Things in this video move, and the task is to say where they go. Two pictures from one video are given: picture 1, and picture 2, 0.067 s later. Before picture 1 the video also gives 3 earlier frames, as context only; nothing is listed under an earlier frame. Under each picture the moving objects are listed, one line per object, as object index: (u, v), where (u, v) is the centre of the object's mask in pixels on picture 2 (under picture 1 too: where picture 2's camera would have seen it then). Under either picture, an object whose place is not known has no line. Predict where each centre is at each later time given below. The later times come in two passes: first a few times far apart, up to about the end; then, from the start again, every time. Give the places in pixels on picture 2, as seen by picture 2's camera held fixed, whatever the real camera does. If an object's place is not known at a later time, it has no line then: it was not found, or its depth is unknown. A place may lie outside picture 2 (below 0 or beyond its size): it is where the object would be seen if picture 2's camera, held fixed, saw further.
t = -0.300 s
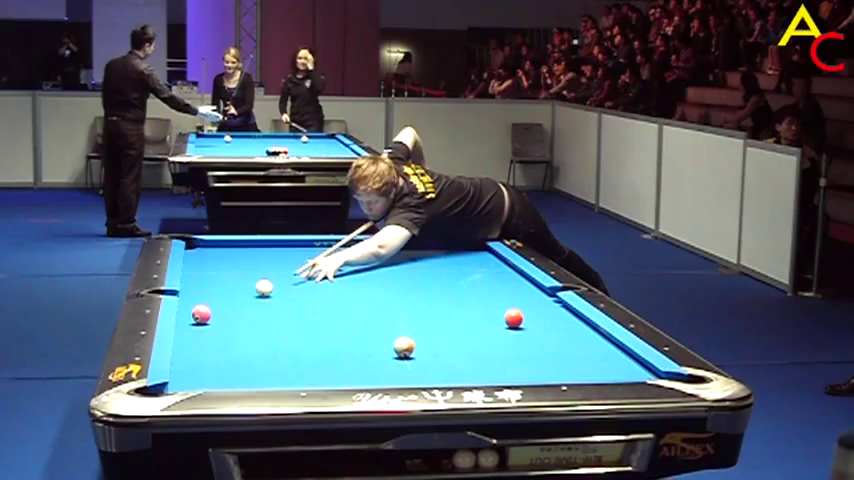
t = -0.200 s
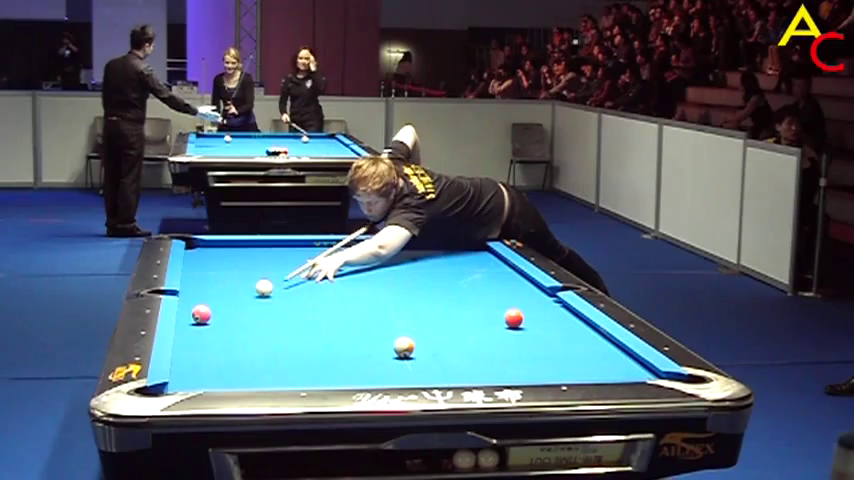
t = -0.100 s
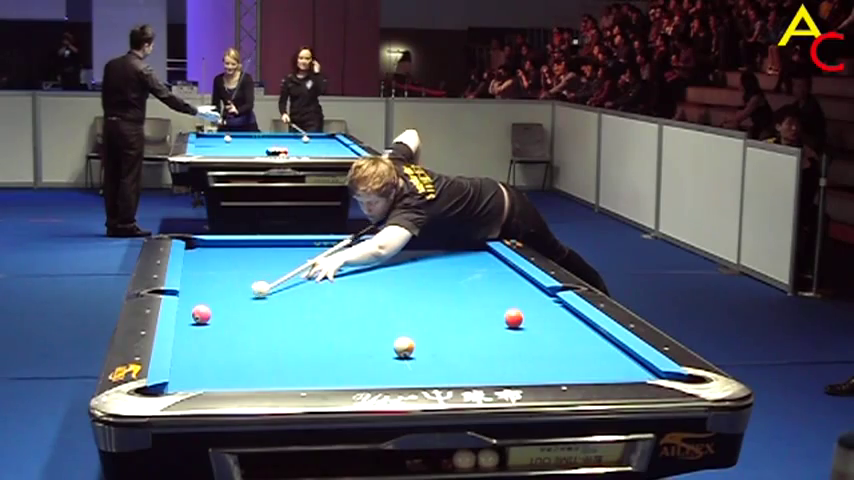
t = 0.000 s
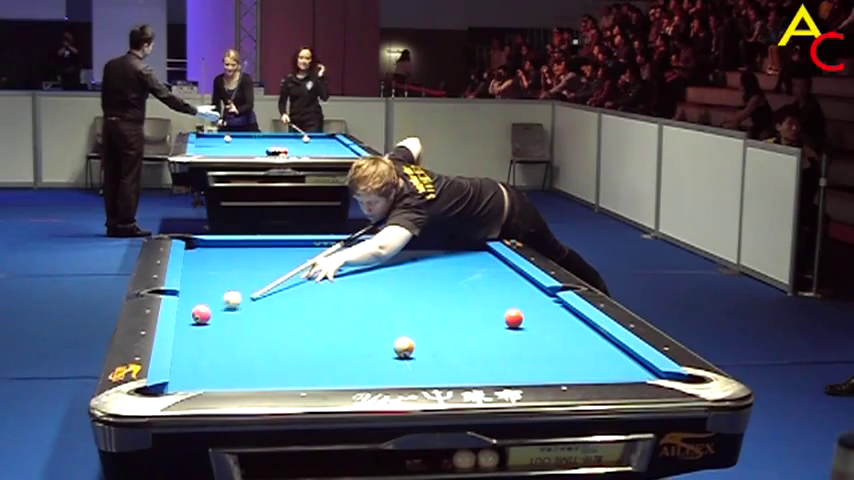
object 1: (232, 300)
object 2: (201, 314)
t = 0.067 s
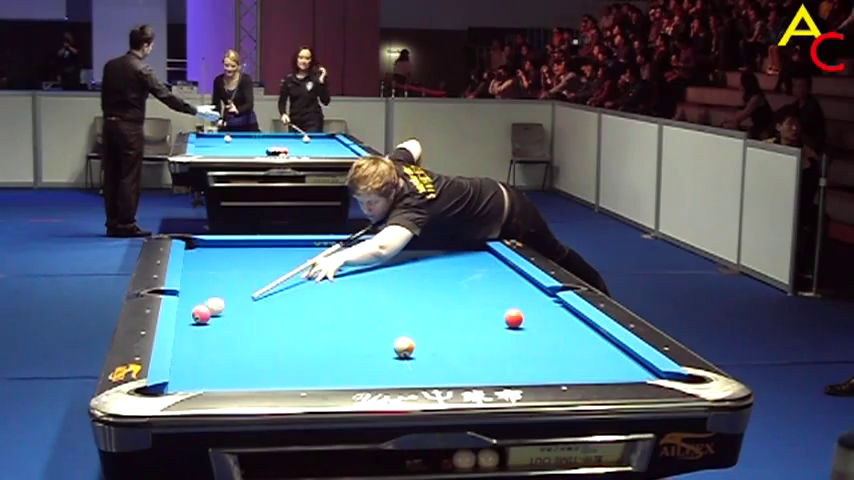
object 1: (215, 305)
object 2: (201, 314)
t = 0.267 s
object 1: (192, 309)
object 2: (197, 326)
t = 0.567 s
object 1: (221, 307)
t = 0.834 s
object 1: (244, 304)
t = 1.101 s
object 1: (265, 302)
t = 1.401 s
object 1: (287, 299)
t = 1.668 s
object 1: (305, 297)
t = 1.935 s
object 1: (321, 296)
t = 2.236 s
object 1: (337, 294)
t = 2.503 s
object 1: (350, 292)
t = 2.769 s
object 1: (361, 291)
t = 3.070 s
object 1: (373, 290)
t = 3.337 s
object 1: (381, 289)
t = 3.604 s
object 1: (389, 288)
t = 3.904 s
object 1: (395, 287)
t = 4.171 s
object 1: (400, 287)
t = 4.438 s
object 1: (403, 287)
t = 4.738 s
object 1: (404, 287)
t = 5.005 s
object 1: (405, 287)
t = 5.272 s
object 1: (405, 287)
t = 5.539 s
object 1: (405, 287)
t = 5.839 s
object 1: (405, 287)
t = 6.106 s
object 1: (405, 287)
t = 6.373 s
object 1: (405, 287)
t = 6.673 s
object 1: (405, 287)
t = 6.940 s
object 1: (405, 287)
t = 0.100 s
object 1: (208, 305)
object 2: (201, 315)
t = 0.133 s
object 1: (197, 306)
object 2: (200, 317)
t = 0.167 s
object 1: (190, 308)
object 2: (200, 319)
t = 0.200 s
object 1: (186, 310)
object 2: (199, 321)
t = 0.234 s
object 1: (188, 310)
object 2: (197, 324)
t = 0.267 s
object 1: (192, 309)
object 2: (197, 326)
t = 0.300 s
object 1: (195, 310)
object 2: (196, 329)
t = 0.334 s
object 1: (199, 310)
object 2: (195, 331)
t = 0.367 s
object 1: (202, 309)
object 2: (194, 333)
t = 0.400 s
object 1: (205, 309)
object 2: (193, 335)
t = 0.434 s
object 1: (208, 308)
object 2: (192, 337)
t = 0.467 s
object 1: (211, 308)
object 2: (191, 340)
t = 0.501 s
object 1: (214, 308)
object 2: (190, 342)
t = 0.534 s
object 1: (217, 307)
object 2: (189, 344)
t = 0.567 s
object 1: (221, 307)
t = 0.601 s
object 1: (224, 306)
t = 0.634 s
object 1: (226, 306)
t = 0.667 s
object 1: (229, 306)
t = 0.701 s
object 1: (232, 306)
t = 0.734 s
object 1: (235, 305)
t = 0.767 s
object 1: (238, 305)
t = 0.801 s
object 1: (241, 305)
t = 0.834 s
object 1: (244, 304)
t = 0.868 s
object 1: (246, 304)
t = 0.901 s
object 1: (249, 304)
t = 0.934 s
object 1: (252, 303)
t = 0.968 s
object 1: (255, 303)
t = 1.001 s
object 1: (257, 303)
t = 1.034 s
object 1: (260, 302)
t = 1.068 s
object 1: (263, 302)
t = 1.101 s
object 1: (265, 302)
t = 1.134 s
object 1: (268, 302)
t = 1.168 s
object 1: (270, 301)
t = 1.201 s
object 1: (273, 301)
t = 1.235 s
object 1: (275, 301)
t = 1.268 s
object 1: (278, 300)
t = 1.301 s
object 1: (280, 300)
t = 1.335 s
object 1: (282, 300)
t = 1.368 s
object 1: (285, 300)
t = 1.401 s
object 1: (287, 299)
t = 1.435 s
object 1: (290, 299)
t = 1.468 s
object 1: (292, 299)
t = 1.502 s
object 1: (294, 299)
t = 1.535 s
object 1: (296, 298)
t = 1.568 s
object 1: (299, 298)
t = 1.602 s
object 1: (301, 298)
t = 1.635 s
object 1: (303, 298)
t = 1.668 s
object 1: (305, 297)
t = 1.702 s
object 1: (307, 297)
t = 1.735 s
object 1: (309, 297)
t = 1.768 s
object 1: (311, 297)
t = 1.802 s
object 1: (313, 297)
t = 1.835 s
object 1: (315, 297)
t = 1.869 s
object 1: (317, 296)
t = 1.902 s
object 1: (319, 296)
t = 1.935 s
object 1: (321, 296)
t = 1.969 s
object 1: (323, 295)
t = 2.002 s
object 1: (325, 295)
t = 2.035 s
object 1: (327, 295)
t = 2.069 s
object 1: (328, 295)
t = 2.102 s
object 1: (330, 295)
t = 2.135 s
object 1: (332, 295)
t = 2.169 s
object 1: (334, 294)
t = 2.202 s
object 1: (335, 294)
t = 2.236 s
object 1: (337, 294)
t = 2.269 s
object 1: (339, 294)
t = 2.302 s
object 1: (340, 293)
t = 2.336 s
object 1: (342, 293)
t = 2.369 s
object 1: (344, 293)
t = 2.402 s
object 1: (345, 293)
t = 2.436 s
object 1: (347, 293)
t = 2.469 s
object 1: (349, 293)
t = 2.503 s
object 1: (350, 292)
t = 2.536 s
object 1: (351, 292)
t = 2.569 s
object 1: (353, 292)
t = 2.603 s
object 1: (355, 292)
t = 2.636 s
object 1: (356, 292)
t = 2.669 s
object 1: (357, 291)
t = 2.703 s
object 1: (359, 291)
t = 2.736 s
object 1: (360, 291)
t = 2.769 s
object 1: (361, 291)
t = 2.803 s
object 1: (363, 291)
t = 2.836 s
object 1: (364, 291)
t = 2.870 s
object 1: (365, 291)
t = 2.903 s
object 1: (366, 290)
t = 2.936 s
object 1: (368, 290)
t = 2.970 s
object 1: (369, 290)
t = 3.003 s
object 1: (370, 290)
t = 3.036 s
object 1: (371, 290)
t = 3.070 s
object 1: (373, 290)
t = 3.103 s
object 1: (374, 290)
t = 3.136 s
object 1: (375, 290)
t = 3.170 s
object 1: (376, 290)
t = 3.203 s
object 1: (377, 289)
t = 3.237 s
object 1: (378, 289)
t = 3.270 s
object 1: (379, 290)
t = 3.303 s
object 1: (380, 289)
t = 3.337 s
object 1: (381, 289)
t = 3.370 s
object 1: (382, 289)
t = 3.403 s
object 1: (383, 289)
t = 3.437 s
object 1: (384, 289)
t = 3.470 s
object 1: (385, 289)
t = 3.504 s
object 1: (386, 289)
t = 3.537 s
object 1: (387, 289)
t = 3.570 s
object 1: (387, 289)
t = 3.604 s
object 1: (389, 288)
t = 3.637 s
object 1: (389, 288)
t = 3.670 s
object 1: (390, 288)
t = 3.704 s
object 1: (391, 288)
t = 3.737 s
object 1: (392, 288)
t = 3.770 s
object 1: (393, 288)
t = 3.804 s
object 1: (393, 288)
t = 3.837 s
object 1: (394, 288)
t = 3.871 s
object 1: (395, 288)
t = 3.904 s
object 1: (395, 287)
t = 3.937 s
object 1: (396, 287)
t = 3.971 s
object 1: (396, 287)
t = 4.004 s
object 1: (397, 287)
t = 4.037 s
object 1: (398, 287)
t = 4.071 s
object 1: (398, 287)
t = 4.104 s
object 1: (399, 287)
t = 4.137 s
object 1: (399, 287)
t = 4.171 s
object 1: (400, 287)
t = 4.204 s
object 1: (400, 287)
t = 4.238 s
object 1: (401, 287)
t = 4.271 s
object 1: (401, 287)
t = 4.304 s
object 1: (402, 287)
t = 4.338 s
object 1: (402, 287)
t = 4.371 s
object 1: (402, 287)
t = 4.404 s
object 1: (403, 287)
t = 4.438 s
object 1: (403, 287)
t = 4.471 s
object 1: (403, 287)
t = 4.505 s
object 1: (403, 287)
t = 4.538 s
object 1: (403, 287)
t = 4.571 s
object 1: (404, 287)
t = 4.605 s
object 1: (404, 287)
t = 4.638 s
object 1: (404, 287)
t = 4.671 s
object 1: (404, 287)
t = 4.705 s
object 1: (404, 287)
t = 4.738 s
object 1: (404, 287)
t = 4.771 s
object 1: (404, 287)
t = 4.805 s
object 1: (405, 287)
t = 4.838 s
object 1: (405, 287)
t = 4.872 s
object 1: (405, 287)
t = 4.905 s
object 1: (405, 287)
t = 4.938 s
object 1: (405, 287)
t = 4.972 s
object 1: (405, 287)
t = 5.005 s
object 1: (405, 287)
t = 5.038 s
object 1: (405, 287)
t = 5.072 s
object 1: (405, 287)
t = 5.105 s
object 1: (405, 287)
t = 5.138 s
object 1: (405, 287)
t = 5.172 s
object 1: (405, 287)
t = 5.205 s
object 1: (405, 287)
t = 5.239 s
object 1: (405, 287)
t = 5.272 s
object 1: (405, 287)
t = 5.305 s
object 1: (405, 287)
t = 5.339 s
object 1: (405, 287)
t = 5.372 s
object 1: (405, 287)
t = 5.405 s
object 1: (405, 287)
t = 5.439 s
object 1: (405, 287)
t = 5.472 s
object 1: (405, 287)
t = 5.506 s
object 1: (405, 287)
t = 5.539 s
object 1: (405, 287)
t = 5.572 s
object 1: (405, 287)
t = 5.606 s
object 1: (405, 287)
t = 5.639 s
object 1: (405, 287)
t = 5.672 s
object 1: (405, 287)
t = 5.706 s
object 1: (405, 287)
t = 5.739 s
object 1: (405, 287)
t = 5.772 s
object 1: (405, 287)
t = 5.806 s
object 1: (405, 287)
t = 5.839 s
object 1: (405, 287)
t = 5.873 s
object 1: (405, 287)
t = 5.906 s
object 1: (405, 287)
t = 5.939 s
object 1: (405, 287)
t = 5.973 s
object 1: (405, 287)
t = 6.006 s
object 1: (405, 287)
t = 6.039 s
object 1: (405, 287)
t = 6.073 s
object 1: (405, 287)
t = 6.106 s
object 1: (405, 287)
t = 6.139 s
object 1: (405, 287)
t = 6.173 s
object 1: (405, 287)
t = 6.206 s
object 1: (405, 287)
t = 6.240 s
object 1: (405, 287)
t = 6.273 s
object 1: (405, 287)
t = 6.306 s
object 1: (405, 287)
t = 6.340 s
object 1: (405, 287)
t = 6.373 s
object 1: (405, 287)
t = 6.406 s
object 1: (405, 287)
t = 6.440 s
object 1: (405, 287)
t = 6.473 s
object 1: (405, 287)
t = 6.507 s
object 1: (405, 287)
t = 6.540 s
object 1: (405, 287)
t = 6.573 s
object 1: (405, 287)
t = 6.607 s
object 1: (405, 287)
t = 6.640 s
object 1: (405, 287)
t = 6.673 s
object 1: (405, 287)
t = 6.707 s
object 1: (405, 287)
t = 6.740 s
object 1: (405, 287)
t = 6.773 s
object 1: (405, 287)
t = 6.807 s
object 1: (405, 287)
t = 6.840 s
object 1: (405, 287)
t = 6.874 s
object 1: (405, 287)
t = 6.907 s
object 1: (405, 287)
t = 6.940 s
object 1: (405, 287)
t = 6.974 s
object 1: (405, 287)
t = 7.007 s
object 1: (405, 287)
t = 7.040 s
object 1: (405, 287)
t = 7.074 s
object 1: (405, 287)
